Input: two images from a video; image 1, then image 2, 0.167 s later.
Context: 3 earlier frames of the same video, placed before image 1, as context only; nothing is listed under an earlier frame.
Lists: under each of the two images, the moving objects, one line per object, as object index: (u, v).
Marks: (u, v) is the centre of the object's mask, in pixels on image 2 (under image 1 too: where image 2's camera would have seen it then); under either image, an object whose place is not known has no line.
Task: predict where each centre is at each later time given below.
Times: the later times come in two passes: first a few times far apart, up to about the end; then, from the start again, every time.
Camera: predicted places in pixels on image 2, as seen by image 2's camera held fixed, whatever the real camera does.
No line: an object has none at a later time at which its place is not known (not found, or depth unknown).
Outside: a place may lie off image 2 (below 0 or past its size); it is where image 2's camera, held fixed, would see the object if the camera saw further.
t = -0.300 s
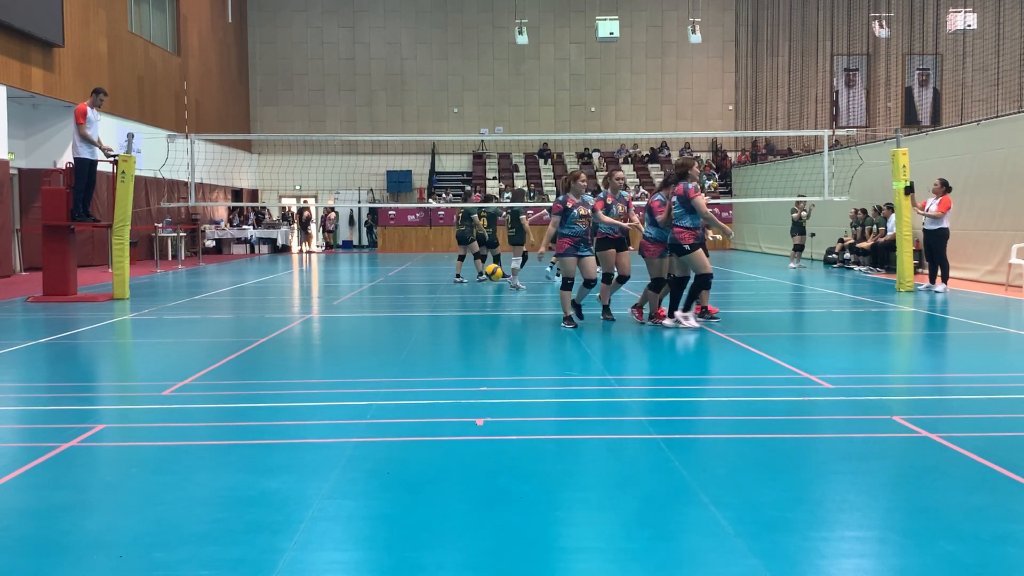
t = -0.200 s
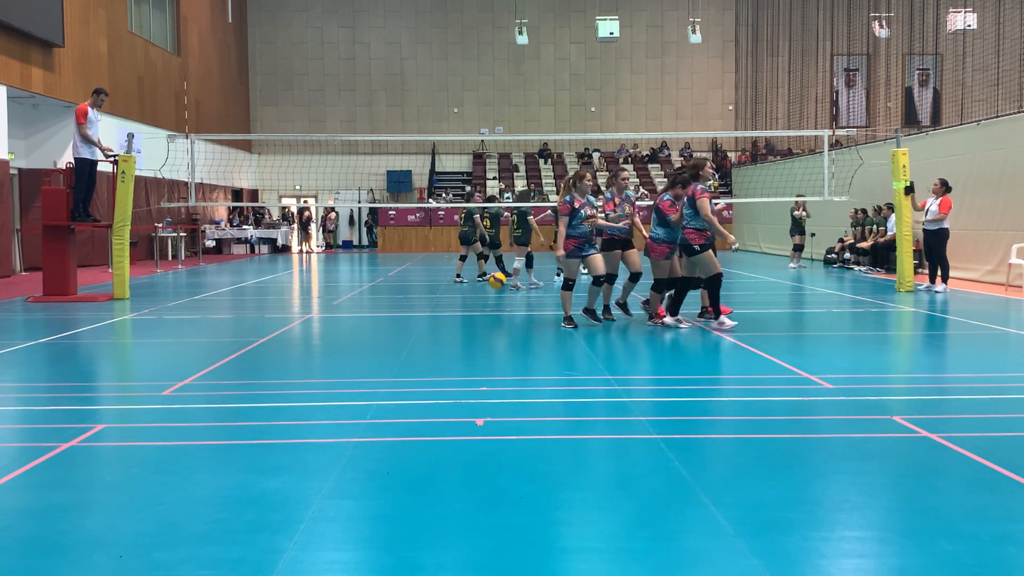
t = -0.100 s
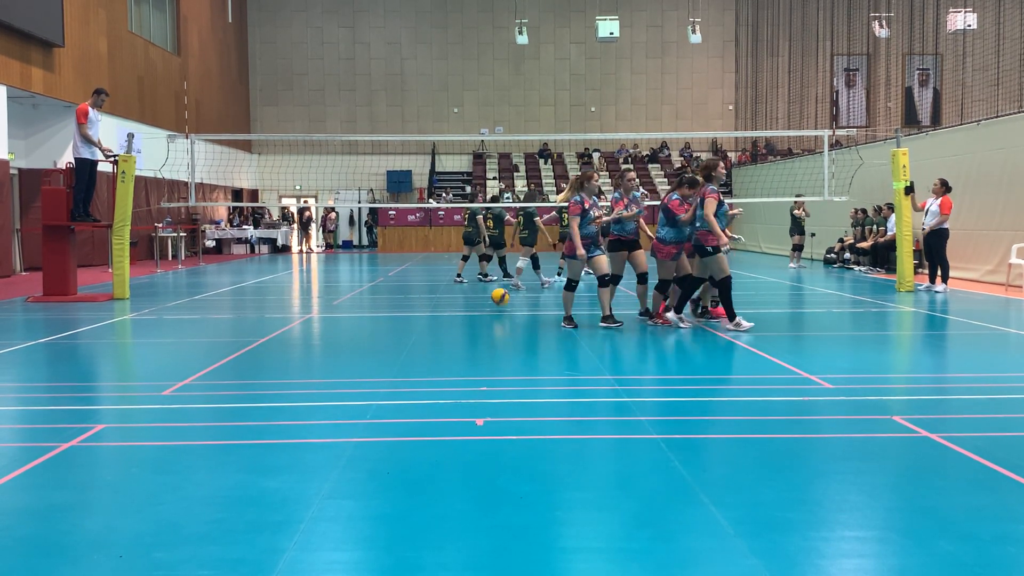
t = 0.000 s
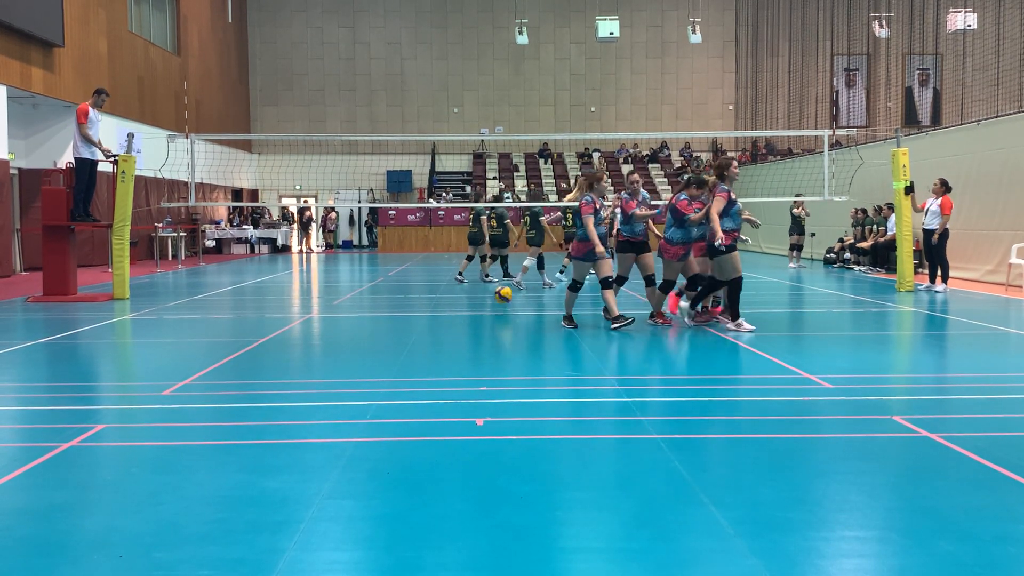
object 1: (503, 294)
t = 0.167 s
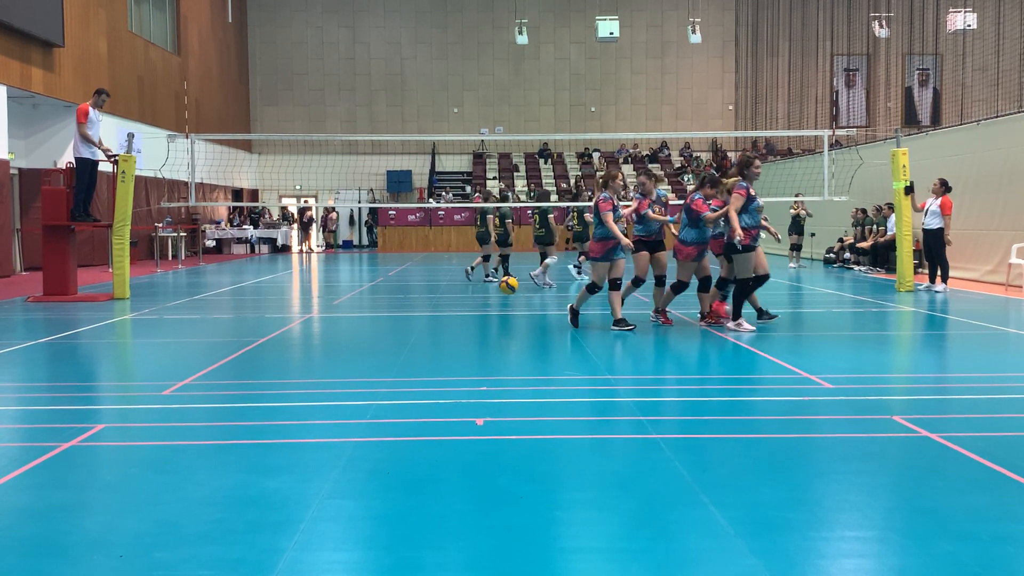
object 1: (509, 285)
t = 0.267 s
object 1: (511, 291)
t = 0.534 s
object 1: (520, 296)
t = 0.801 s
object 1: (530, 313)
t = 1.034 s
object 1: (538, 310)
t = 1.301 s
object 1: (549, 315)
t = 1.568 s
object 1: (561, 323)
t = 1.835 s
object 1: (574, 334)
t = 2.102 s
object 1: (588, 336)
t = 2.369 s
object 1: (603, 344)
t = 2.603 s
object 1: (617, 351)
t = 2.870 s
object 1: (634, 359)
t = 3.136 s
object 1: (653, 367)
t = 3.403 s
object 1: (673, 376)
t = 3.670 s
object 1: (695, 385)
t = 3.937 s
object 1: (720, 396)
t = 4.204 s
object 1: (746, 408)
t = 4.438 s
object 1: (771, 420)
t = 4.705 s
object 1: (802, 434)
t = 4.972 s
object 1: (837, 451)
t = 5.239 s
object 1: (875, 469)
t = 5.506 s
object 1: (919, 490)
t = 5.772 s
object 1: (968, 515)
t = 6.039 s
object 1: (1008, 542)
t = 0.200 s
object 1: (509, 286)
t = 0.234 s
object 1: (510, 288)
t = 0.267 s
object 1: (511, 291)
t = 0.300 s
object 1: (512, 295)
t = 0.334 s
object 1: (514, 300)
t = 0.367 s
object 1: (515, 305)
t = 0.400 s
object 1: (516, 308)
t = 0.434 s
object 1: (516, 304)
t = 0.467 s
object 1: (518, 300)
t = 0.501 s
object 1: (519, 298)
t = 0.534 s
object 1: (520, 296)
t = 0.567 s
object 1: (521, 296)
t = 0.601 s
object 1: (522, 297)
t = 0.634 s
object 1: (523, 298)
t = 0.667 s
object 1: (525, 300)
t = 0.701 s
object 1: (526, 304)
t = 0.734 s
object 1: (527, 308)
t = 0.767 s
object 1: (528, 314)
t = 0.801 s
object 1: (530, 313)
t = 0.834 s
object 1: (531, 309)
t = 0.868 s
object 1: (532, 307)
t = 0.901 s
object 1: (533, 305)
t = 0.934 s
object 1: (534, 305)
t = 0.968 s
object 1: (535, 306)
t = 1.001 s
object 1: (537, 307)
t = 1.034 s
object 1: (538, 310)
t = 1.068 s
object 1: (539, 314)
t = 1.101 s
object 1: (540, 319)
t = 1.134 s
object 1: (542, 318)
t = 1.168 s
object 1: (543, 316)
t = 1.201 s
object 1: (545, 314)
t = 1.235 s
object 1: (546, 313)
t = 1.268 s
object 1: (548, 313)
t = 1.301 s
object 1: (549, 315)
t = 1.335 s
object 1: (550, 317)
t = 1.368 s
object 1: (552, 321)
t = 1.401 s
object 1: (553, 326)
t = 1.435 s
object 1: (555, 323)
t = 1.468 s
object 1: (556, 321)
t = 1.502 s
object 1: (558, 320)
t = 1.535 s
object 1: (559, 321)
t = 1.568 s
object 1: (561, 323)
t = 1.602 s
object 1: (562, 326)
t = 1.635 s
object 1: (564, 330)
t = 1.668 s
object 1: (566, 328)
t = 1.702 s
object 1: (567, 327)
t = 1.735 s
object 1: (569, 327)
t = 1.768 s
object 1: (571, 327)
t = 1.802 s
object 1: (573, 330)
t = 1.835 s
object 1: (574, 334)
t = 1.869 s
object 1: (576, 333)
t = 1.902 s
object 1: (577, 332)
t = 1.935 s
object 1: (579, 332)
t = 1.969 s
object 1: (581, 333)
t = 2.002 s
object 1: (583, 336)
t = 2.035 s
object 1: (584, 338)
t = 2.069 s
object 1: (586, 336)
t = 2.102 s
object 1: (588, 336)
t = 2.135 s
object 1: (590, 338)
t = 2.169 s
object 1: (591, 341)
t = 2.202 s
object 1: (594, 341)
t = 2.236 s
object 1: (595, 341)
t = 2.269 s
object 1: (597, 342)
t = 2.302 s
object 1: (599, 345)
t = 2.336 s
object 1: (601, 344)
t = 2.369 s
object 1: (603, 344)
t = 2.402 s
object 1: (604, 346)
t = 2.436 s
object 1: (606, 347)
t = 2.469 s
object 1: (608, 347)
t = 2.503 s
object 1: (610, 348)
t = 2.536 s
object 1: (613, 350)
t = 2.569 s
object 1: (615, 350)
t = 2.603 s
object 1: (617, 351)
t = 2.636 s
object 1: (619, 353)
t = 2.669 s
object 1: (620, 353)
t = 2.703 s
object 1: (623, 354)
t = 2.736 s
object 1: (625, 355)
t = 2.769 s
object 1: (627, 356)
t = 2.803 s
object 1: (629, 357)
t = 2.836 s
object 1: (632, 358)
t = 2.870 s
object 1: (634, 359)
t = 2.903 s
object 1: (636, 360)
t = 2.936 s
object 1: (638, 362)
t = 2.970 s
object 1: (641, 362)
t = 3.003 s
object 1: (643, 363)
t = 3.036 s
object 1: (646, 364)
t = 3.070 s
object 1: (648, 365)
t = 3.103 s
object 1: (650, 366)
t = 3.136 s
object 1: (653, 367)
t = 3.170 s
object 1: (655, 369)
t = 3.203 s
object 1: (658, 370)
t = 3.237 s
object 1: (660, 370)
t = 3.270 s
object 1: (663, 371)
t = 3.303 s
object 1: (665, 373)
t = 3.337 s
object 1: (668, 374)
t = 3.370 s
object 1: (671, 375)
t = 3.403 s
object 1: (673, 376)
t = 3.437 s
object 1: (676, 377)
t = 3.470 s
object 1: (679, 378)
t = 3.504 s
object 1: (682, 380)
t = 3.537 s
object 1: (684, 381)
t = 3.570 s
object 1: (687, 381)
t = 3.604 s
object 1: (690, 383)
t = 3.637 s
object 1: (693, 384)
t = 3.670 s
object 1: (695, 385)
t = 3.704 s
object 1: (698, 387)
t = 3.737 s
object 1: (701, 388)
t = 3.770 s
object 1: (704, 389)
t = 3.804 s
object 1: (707, 391)
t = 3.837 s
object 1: (710, 392)
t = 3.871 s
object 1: (713, 393)
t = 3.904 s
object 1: (716, 394)
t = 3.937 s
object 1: (720, 396)
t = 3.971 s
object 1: (723, 397)
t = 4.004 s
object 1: (726, 399)
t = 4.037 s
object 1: (729, 400)
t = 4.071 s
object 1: (732, 402)
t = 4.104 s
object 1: (736, 403)
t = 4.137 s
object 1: (739, 405)
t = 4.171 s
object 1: (742, 407)
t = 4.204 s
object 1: (746, 408)
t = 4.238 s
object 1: (749, 409)
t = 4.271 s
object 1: (753, 411)
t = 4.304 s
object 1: (756, 412)
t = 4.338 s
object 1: (760, 414)
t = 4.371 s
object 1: (764, 416)
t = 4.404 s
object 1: (767, 418)
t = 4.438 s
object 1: (771, 420)
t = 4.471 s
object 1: (775, 421)
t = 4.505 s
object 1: (779, 422)
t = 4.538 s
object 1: (782, 424)
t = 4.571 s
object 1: (786, 427)
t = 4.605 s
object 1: (790, 429)
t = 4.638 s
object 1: (794, 430)
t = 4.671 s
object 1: (798, 432)
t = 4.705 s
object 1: (802, 434)
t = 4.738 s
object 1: (806, 437)
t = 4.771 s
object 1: (810, 438)
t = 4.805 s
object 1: (815, 440)
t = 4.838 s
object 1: (819, 442)
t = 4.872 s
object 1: (824, 444)
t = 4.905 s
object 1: (827, 447)
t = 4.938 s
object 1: (832, 449)
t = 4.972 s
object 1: (837, 451)
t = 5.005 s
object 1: (841, 453)
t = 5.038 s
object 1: (846, 455)
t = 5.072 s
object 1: (851, 457)
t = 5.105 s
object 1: (856, 459)
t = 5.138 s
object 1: (860, 462)
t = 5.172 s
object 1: (865, 464)
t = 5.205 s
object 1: (870, 467)
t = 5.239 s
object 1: (875, 469)
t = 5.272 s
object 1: (880, 472)
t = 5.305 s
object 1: (885, 474)
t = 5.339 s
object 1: (891, 477)
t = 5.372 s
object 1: (896, 479)
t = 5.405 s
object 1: (902, 482)
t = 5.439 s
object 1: (907, 485)
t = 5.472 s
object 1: (913, 487)
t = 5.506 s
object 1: (919, 490)
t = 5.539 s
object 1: (925, 493)
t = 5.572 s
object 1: (931, 496)
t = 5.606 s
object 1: (937, 499)
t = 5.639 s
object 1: (943, 502)
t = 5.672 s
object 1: (949, 506)
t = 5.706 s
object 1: (955, 509)
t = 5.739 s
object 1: (962, 511)
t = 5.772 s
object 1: (968, 515)
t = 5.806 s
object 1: (975, 518)
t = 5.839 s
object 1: (982, 522)
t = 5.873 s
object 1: (989, 525)
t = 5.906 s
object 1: (994, 529)
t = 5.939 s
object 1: (997, 532)
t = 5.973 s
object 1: (1001, 536)
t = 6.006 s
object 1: (1004, 539)
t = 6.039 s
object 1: (1008, 542)
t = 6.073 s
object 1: (1011, 545)
